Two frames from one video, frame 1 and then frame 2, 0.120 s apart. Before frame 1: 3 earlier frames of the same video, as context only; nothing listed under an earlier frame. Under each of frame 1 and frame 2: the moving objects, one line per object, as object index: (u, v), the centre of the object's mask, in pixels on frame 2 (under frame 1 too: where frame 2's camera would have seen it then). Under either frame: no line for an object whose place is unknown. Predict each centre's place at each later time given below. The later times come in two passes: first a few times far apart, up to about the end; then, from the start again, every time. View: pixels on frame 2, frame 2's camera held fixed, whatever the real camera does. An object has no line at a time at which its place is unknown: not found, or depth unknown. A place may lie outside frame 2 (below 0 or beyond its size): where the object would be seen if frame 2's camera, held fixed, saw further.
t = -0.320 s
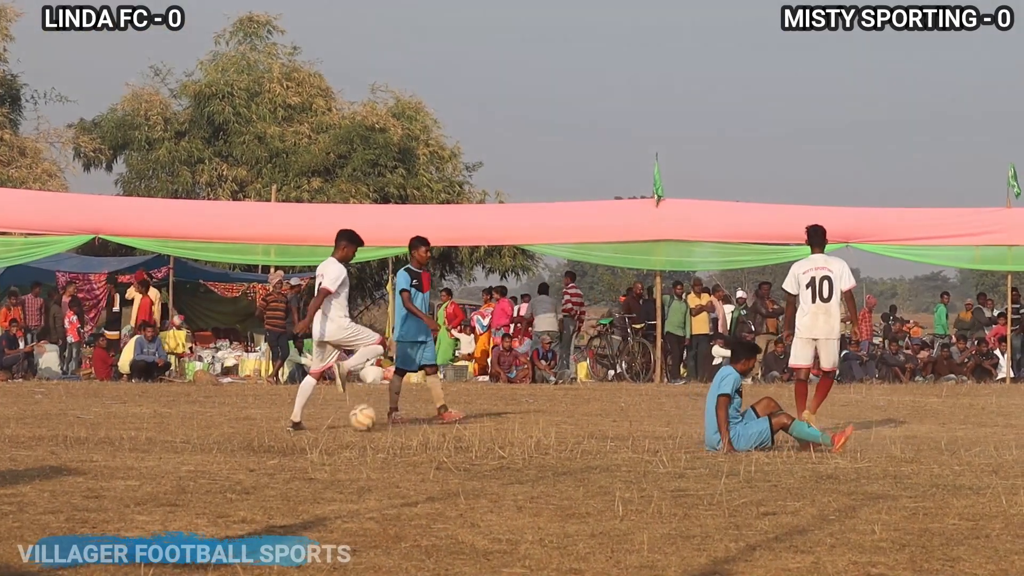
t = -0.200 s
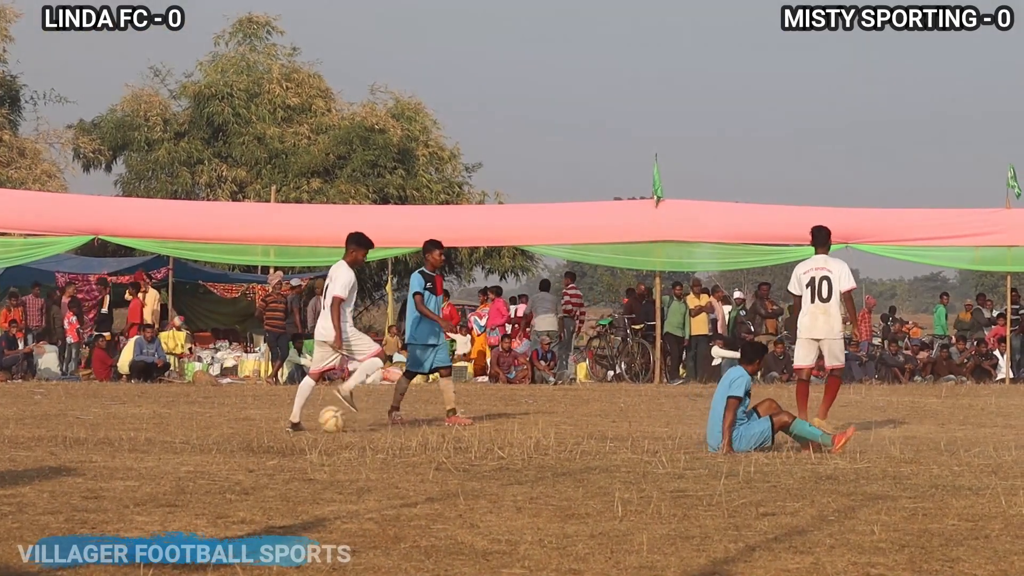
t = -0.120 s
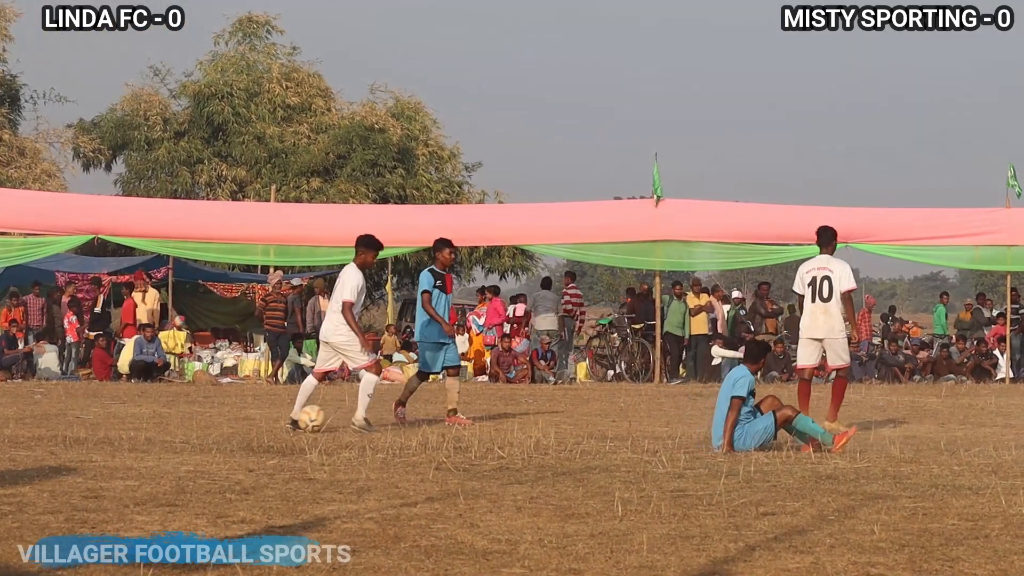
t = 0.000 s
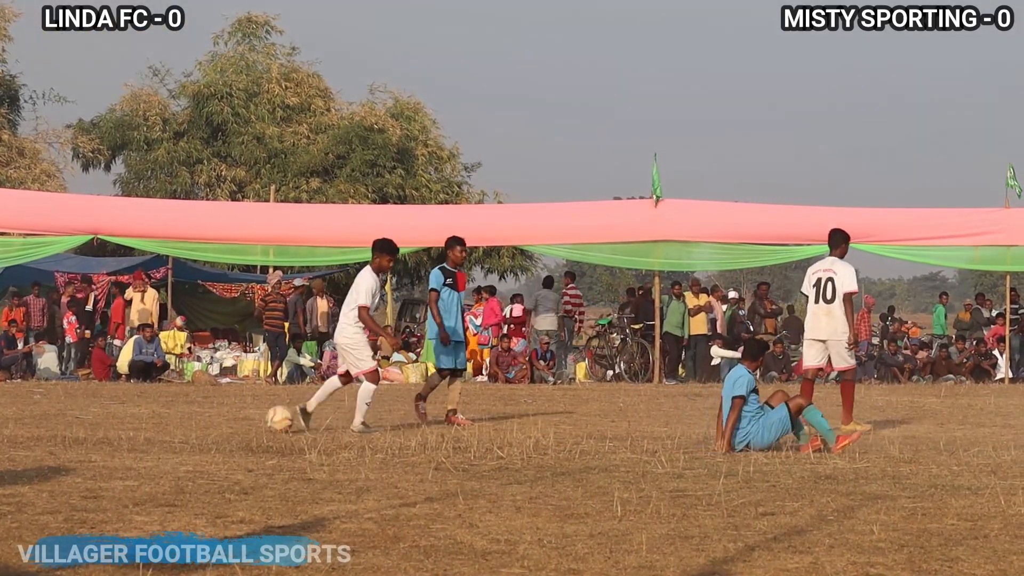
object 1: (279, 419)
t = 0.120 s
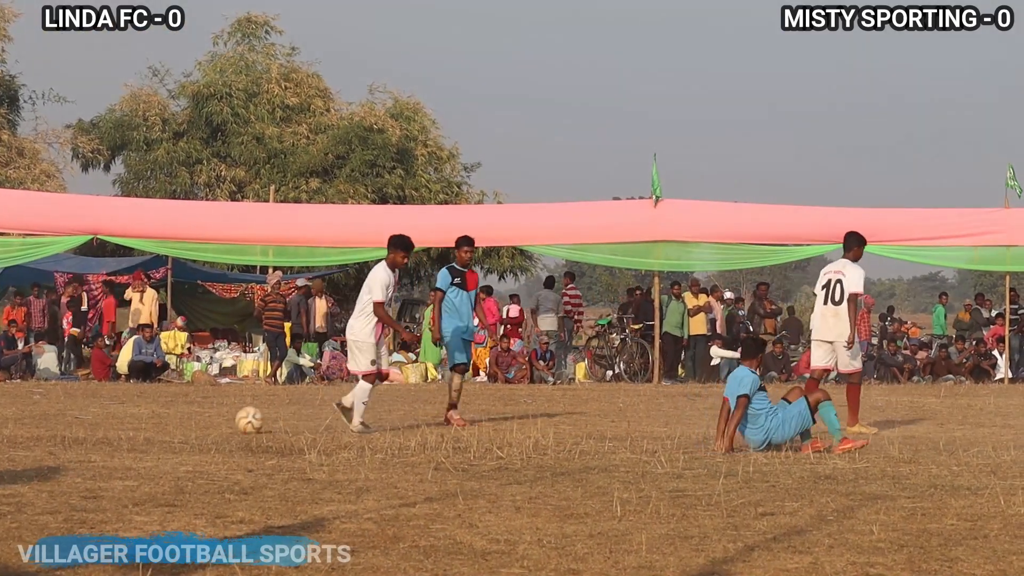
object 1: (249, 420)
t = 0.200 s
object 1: (228, 420)
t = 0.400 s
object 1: (180, 420)
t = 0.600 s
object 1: (131, 419)
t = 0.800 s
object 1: (84, 421)
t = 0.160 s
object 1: (239, 420)
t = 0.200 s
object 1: (228, 420)
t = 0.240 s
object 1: (218, 420)
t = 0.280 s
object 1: (208, 419)
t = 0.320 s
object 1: (198, 420)
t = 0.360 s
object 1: (189, 421)
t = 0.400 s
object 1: (180, 420)
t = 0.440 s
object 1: (170, 418)
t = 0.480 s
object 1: (160, 419)
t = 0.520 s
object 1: (149, 422)
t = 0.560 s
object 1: (140, 421)
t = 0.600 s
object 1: (131, 419)
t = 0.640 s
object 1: (121, 419)
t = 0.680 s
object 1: (113, 421)
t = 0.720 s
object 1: (103, 421)
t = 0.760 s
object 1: (94, 420)
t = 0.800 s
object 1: (84, 421)
